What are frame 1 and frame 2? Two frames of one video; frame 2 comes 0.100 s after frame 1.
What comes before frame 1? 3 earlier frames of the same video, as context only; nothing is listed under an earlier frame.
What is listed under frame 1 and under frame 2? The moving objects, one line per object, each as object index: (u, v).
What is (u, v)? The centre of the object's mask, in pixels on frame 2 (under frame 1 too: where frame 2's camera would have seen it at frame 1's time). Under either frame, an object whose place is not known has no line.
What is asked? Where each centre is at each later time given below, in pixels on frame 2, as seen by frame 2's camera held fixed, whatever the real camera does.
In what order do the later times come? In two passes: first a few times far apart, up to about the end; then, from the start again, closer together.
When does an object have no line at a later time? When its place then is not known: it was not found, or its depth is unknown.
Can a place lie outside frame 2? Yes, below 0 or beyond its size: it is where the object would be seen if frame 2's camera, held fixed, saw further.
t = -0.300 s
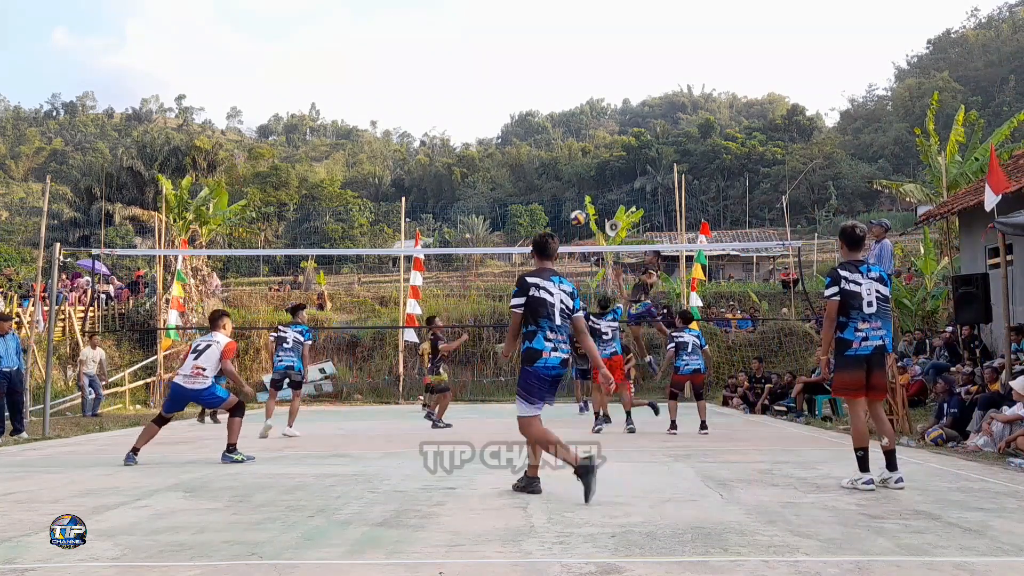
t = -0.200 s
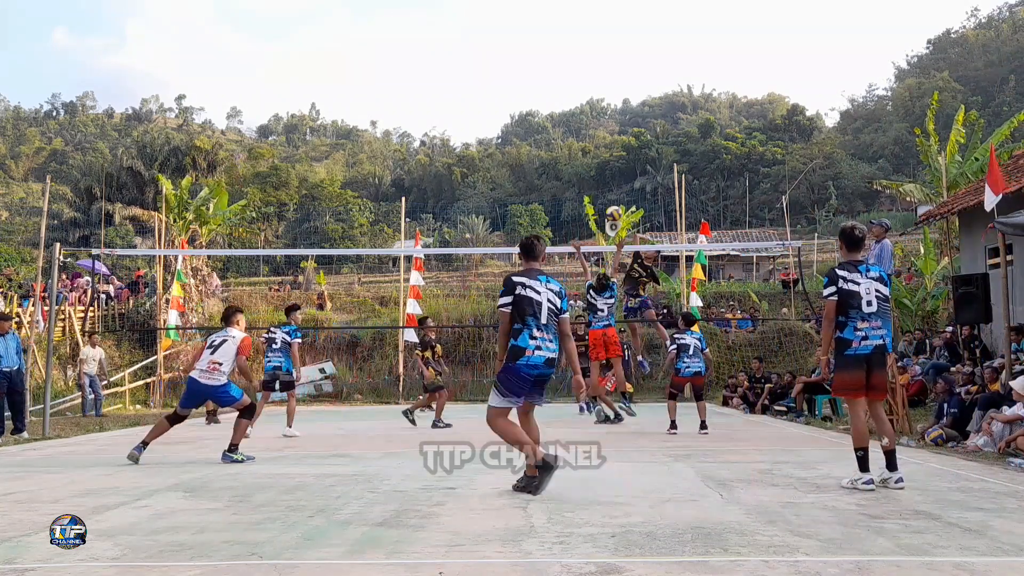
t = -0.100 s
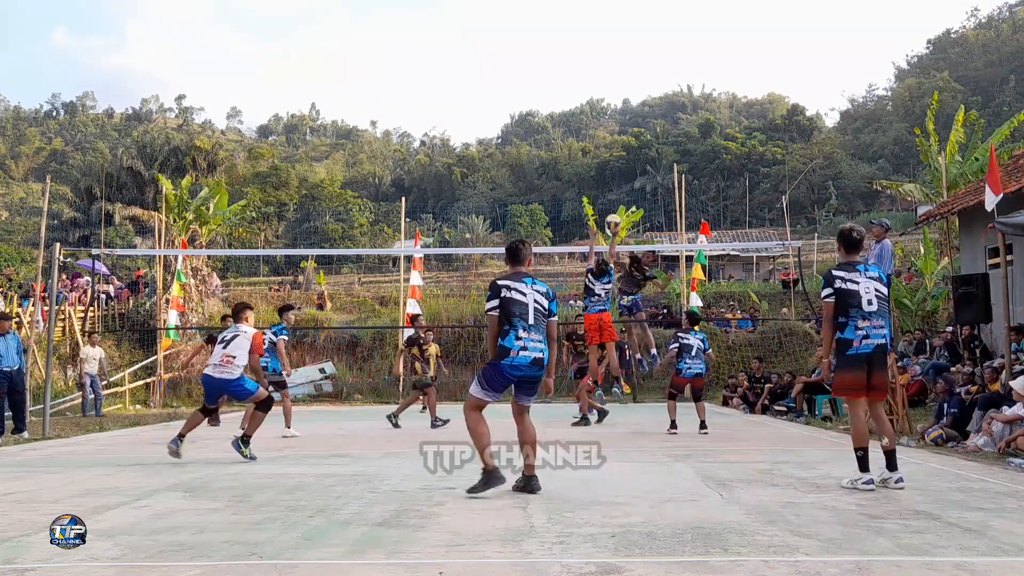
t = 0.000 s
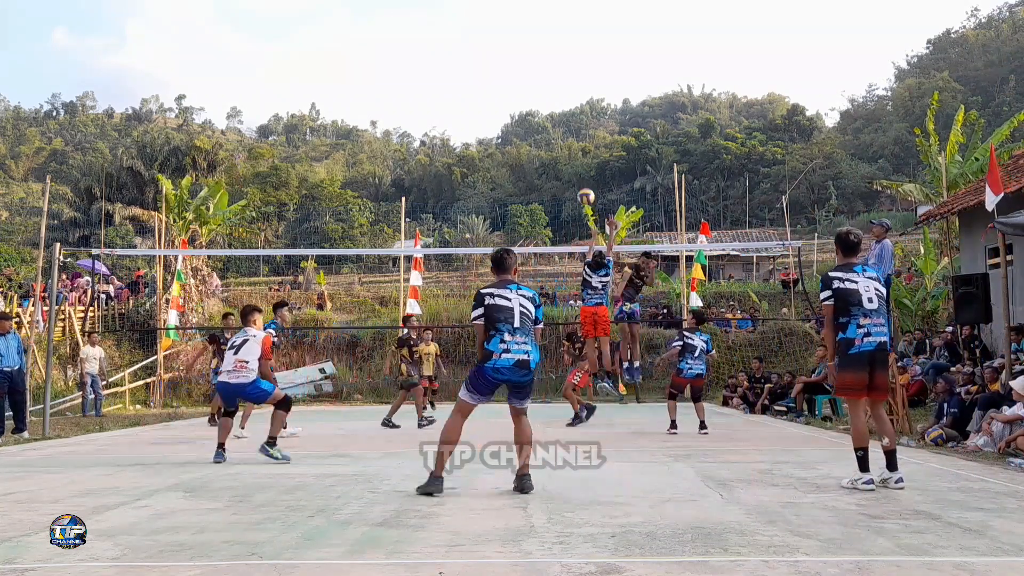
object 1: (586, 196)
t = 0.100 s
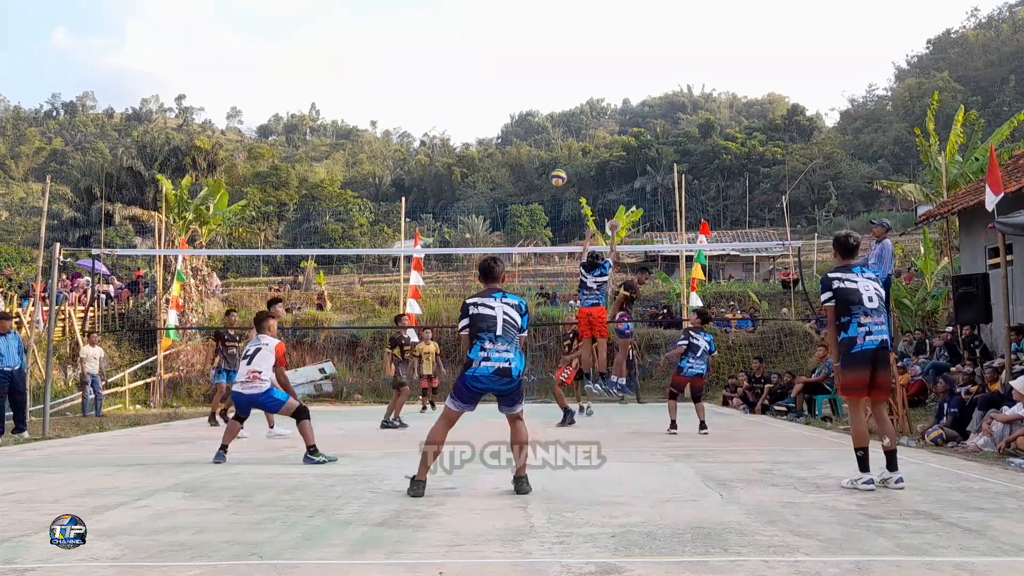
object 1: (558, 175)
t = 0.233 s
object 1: (521, 163)
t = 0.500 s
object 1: (446, 176)
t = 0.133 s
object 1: (549, 171)
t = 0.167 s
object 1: (540, 168)
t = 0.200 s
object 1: (530, 164)
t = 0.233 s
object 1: (521, 163)
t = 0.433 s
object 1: (465, 168)
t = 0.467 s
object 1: (455, 171)
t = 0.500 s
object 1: (446, 176)
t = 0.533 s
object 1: (436, 182)
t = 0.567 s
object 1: (427, 189)
